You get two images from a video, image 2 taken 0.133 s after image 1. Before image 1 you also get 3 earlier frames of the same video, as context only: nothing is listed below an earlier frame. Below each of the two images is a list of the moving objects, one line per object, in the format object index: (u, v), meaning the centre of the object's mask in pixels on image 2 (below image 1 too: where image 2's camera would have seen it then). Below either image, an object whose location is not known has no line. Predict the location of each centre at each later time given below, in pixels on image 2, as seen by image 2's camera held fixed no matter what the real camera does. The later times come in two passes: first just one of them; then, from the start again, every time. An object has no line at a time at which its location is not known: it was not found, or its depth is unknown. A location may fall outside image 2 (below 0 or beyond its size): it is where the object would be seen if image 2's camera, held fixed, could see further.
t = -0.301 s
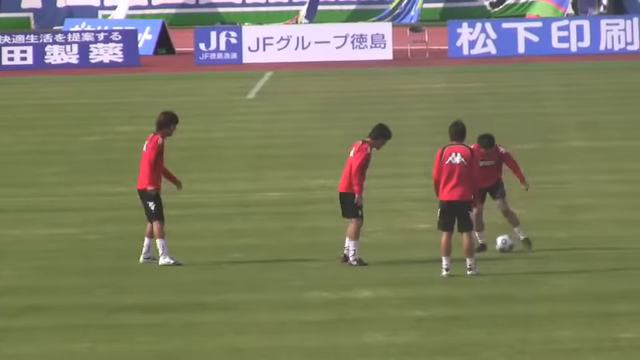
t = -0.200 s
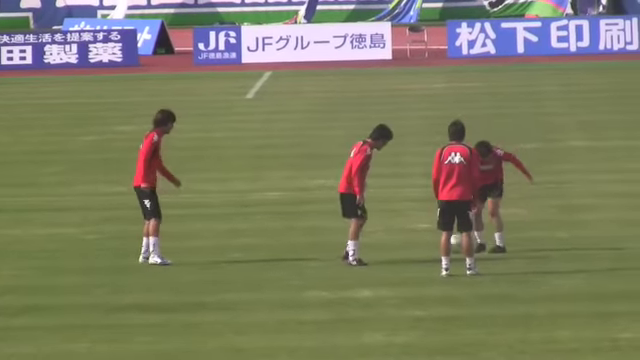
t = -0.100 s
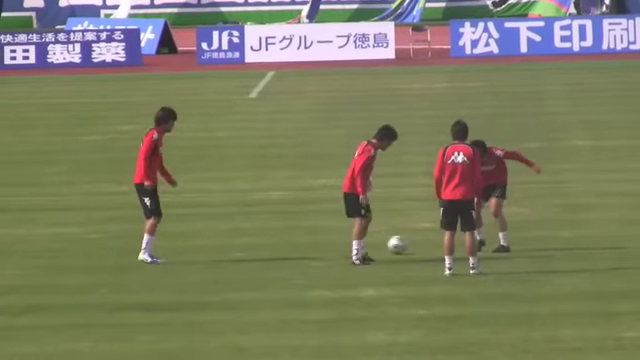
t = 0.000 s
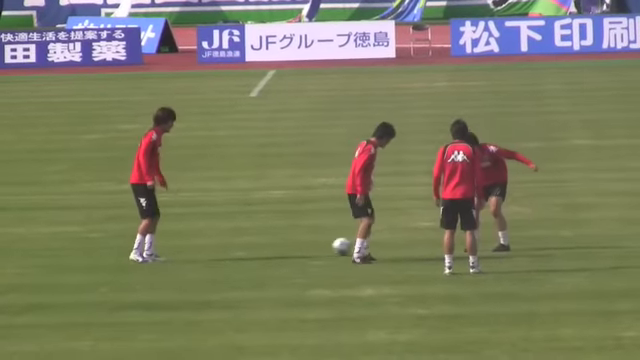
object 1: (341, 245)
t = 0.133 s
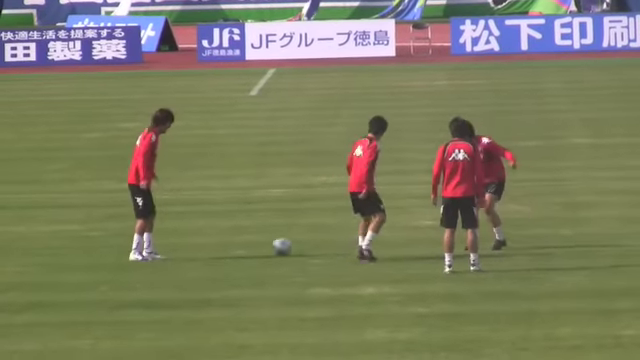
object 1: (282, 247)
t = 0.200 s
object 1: (254, 246)
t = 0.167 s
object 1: (267, 247)
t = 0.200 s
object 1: (254, 246)
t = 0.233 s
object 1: (240, 247)
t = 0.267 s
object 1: (227, 247)
